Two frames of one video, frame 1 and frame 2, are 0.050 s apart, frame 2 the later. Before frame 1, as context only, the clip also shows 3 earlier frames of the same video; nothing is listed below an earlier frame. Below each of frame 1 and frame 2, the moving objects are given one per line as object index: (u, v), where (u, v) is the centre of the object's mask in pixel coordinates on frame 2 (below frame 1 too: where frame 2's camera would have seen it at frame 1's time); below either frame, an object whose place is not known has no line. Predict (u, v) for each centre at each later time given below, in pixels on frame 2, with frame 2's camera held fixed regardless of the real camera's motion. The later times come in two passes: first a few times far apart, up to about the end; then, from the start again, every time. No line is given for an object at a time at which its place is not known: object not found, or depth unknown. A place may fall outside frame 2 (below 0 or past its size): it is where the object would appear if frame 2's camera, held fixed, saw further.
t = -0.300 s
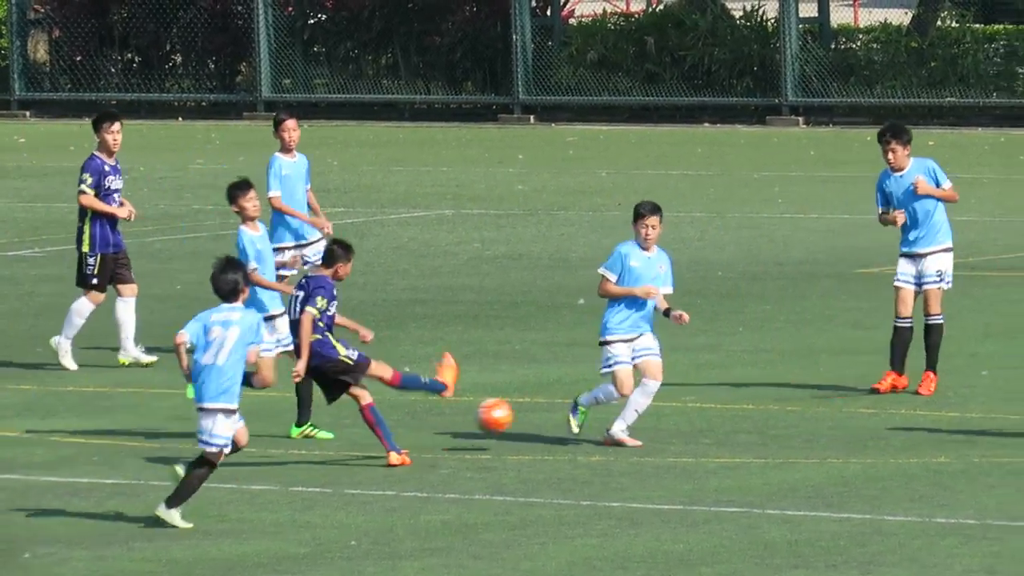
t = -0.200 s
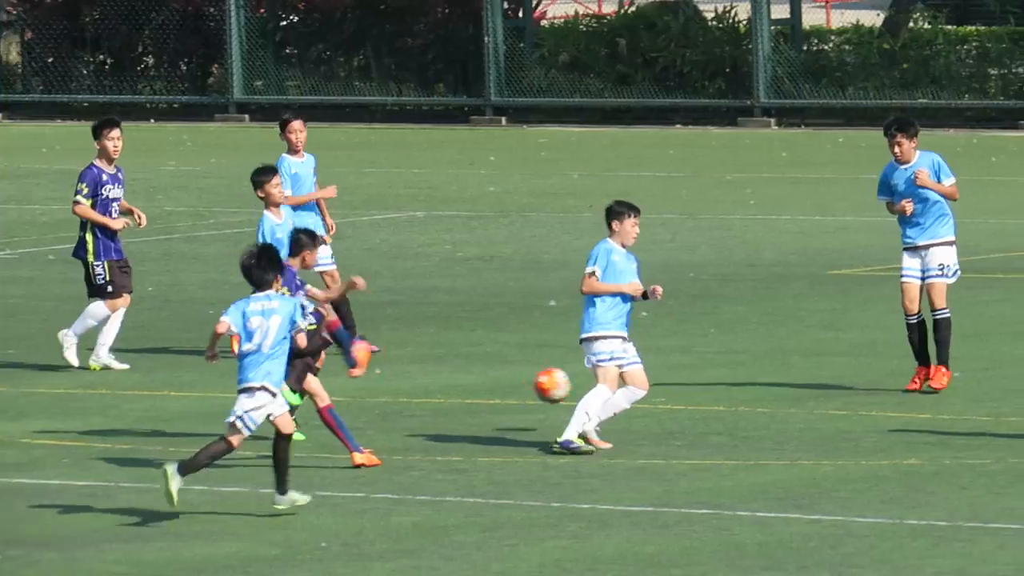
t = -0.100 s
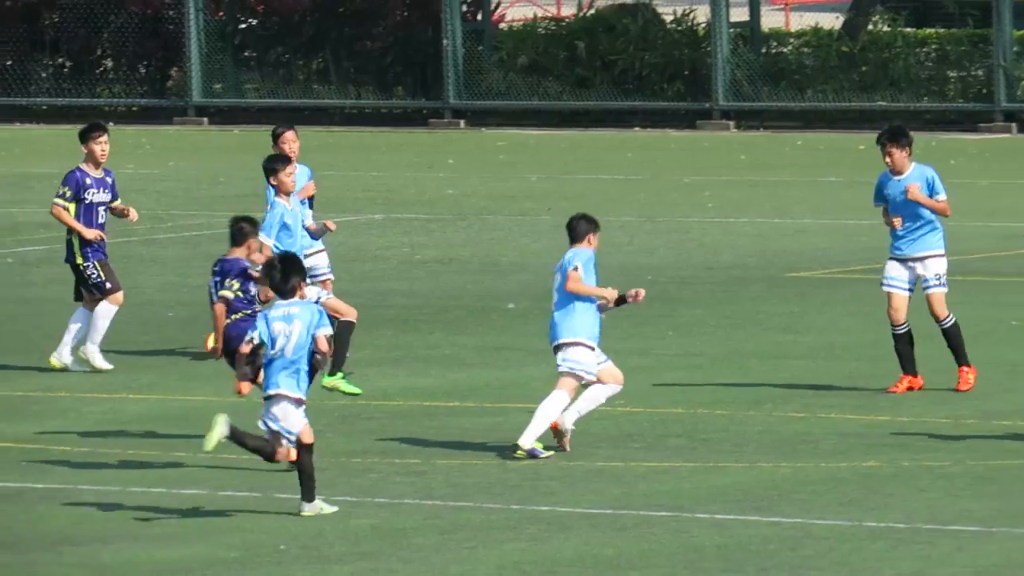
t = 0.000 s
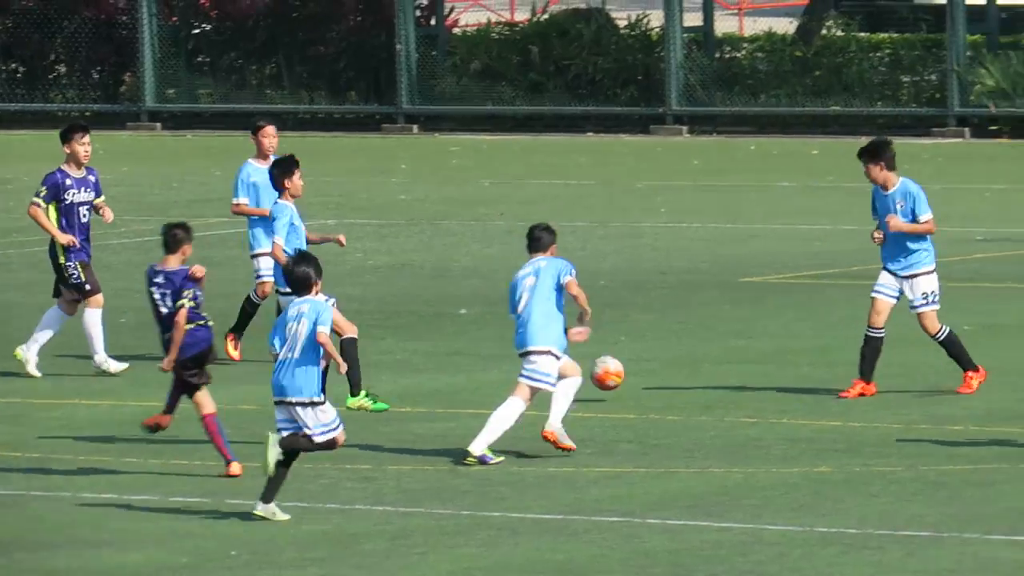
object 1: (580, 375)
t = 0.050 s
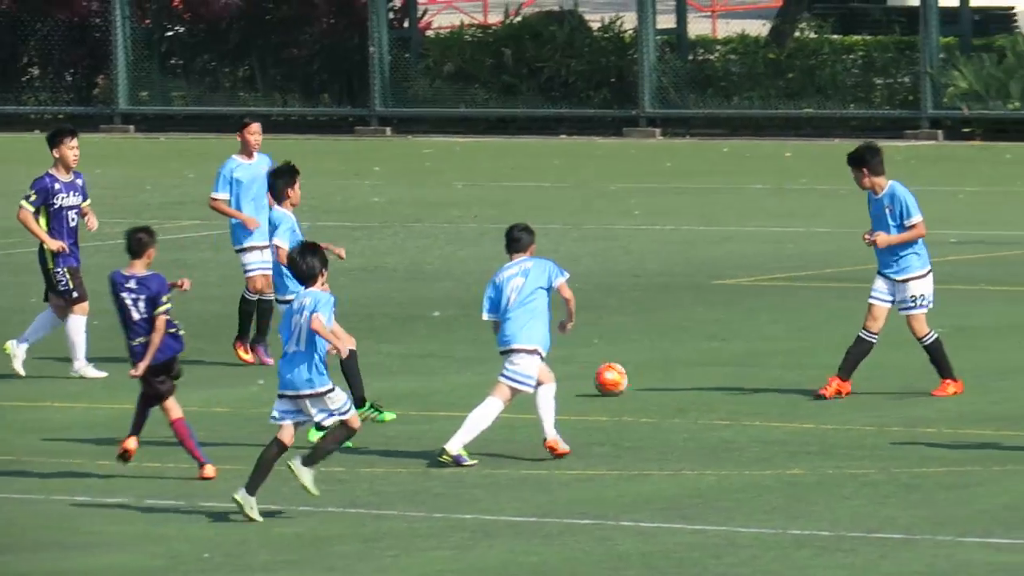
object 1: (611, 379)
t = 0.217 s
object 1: (681, 337)
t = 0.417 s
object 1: (746, 335)
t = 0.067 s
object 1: (619, 376)
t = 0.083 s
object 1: (627, 370)
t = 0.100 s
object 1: (634, 364)
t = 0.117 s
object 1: (641, 359)
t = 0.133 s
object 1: (648, 354)
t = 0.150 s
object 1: (655, 349)
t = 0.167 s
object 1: (662, 345)
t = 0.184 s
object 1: (669, 342)
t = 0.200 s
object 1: (676, 339)
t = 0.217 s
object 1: (681, 337)
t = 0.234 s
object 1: (687, 335)
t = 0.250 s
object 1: (693, 334)
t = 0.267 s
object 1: (700, 333)
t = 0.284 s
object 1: (705, 332)
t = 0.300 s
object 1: (711, 332)
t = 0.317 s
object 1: (717, 333)
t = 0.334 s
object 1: (721, 333)
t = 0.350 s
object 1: (727, 334)
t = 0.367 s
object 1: (732, 336)
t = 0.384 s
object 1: (737, 339)
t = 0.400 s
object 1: (742, 339)
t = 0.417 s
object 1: (746, 335)
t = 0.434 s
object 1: (749, 330)
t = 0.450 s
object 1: (753, 326)
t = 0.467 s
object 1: (757, 322)
